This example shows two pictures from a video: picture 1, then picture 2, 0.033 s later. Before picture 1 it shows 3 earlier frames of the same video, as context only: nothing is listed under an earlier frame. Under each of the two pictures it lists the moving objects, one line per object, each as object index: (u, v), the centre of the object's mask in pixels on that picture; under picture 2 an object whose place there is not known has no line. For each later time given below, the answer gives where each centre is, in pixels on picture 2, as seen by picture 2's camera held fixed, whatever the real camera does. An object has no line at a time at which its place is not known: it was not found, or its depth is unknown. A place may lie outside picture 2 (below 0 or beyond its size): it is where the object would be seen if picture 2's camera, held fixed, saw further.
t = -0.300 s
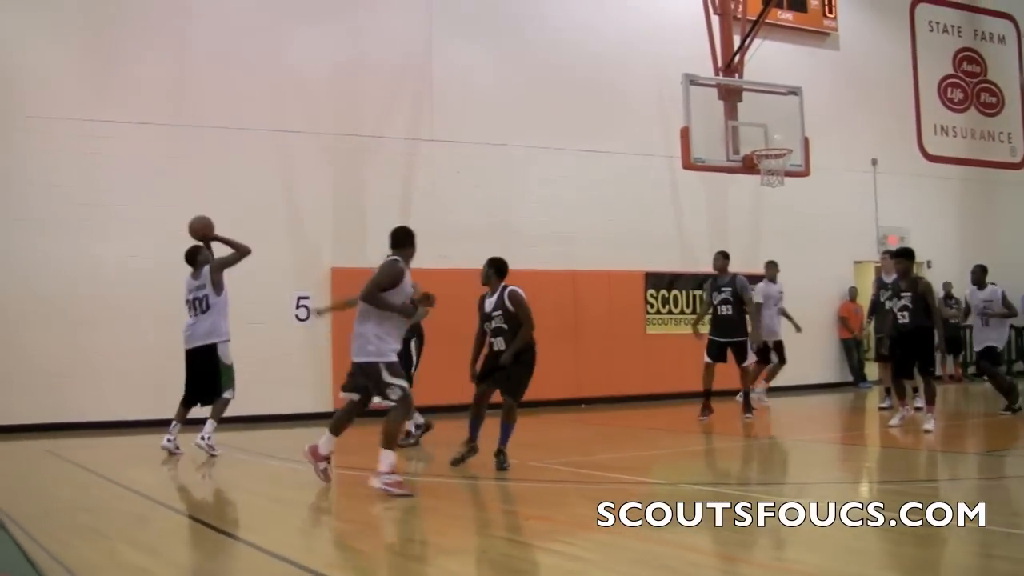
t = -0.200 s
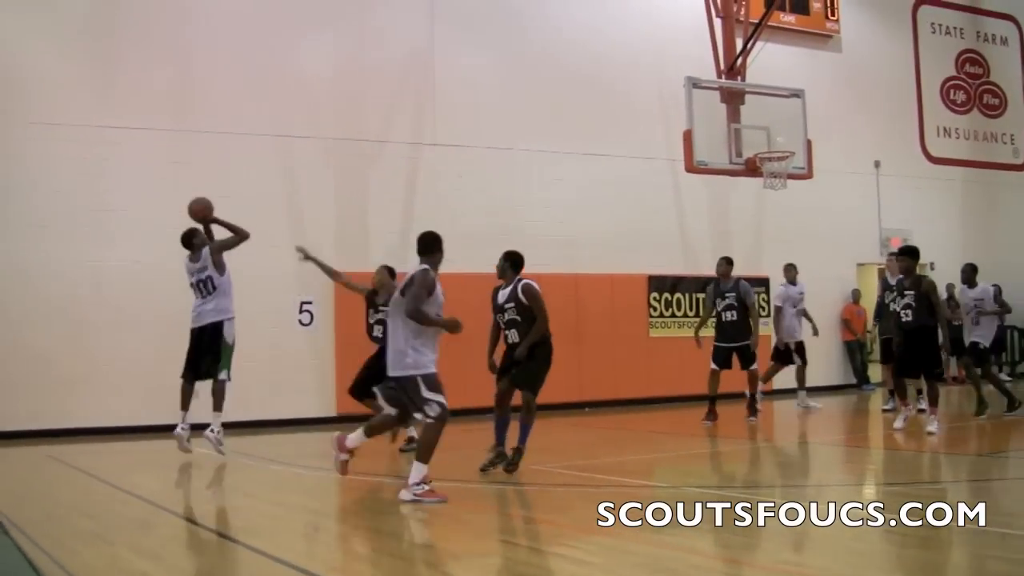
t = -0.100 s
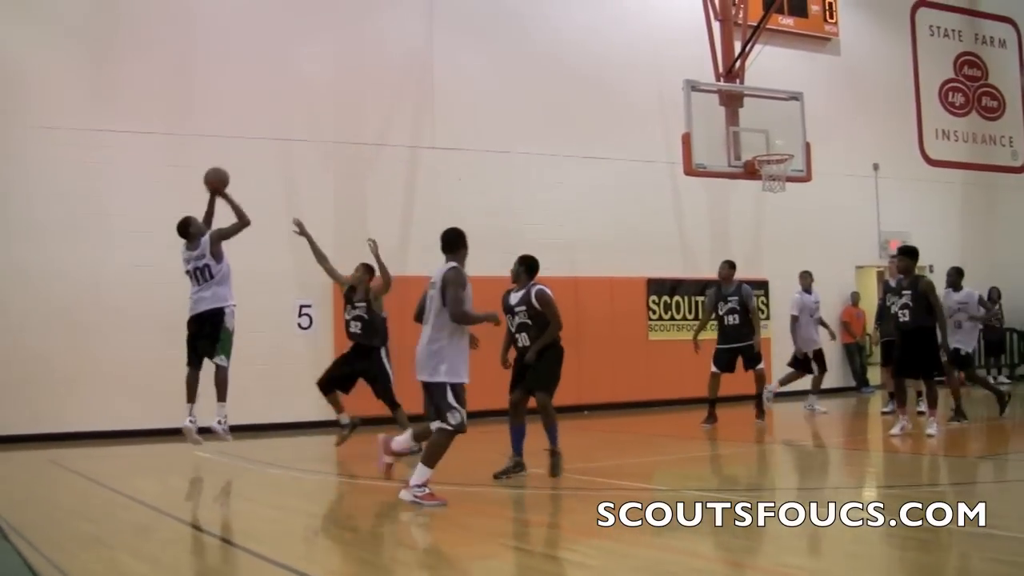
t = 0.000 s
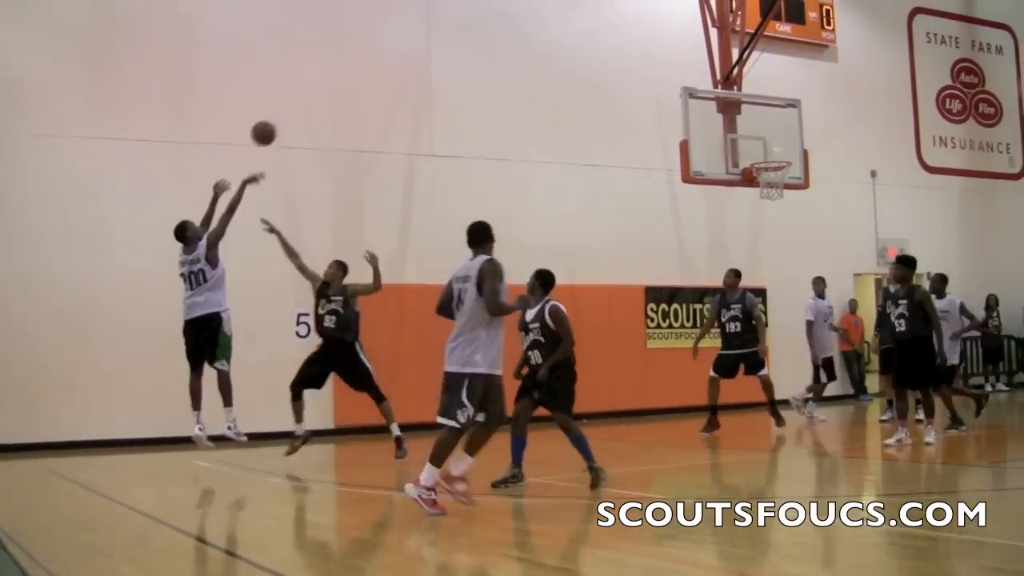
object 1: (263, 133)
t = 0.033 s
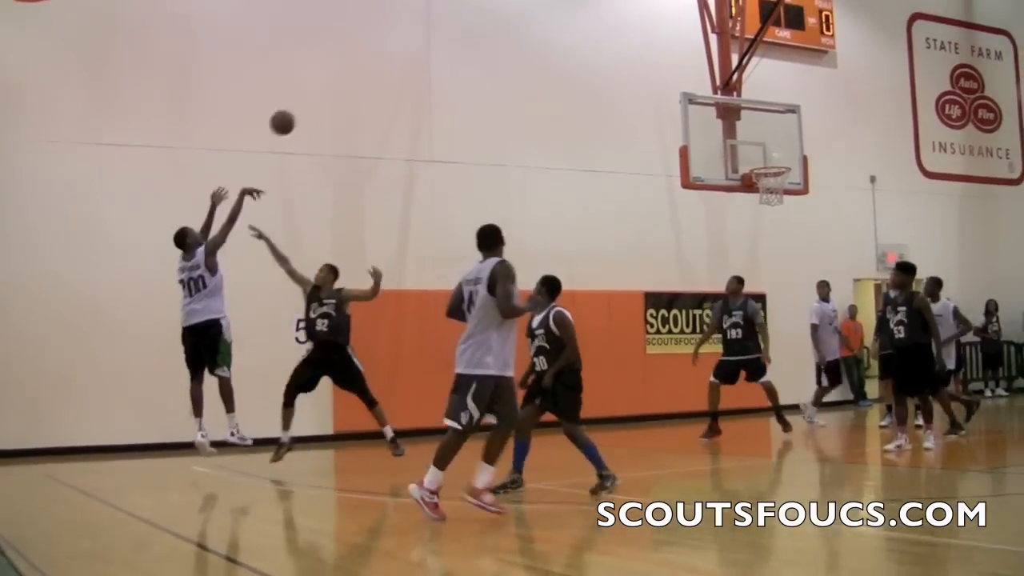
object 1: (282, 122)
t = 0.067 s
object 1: (301, 107)
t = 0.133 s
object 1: (338, 80)
